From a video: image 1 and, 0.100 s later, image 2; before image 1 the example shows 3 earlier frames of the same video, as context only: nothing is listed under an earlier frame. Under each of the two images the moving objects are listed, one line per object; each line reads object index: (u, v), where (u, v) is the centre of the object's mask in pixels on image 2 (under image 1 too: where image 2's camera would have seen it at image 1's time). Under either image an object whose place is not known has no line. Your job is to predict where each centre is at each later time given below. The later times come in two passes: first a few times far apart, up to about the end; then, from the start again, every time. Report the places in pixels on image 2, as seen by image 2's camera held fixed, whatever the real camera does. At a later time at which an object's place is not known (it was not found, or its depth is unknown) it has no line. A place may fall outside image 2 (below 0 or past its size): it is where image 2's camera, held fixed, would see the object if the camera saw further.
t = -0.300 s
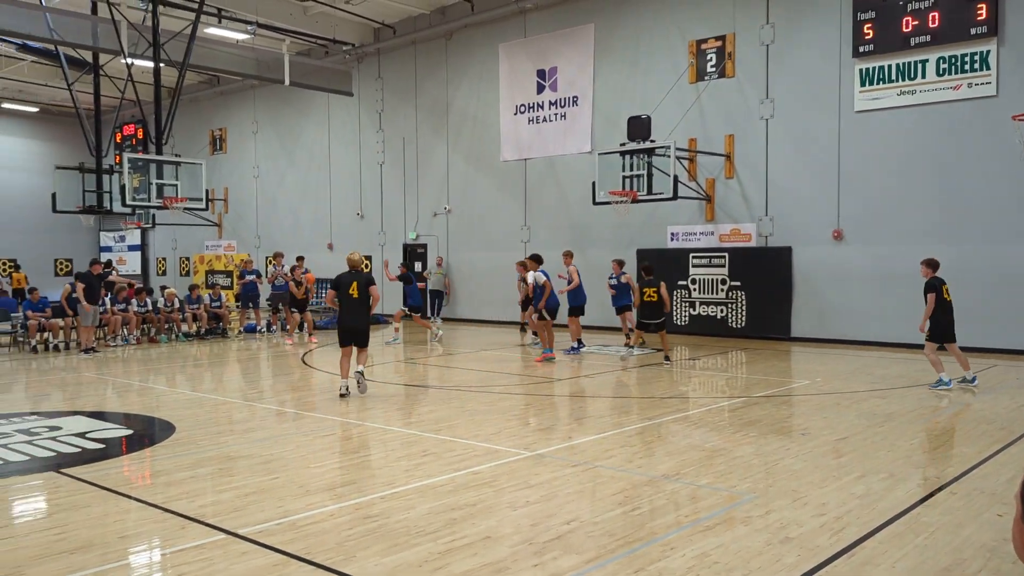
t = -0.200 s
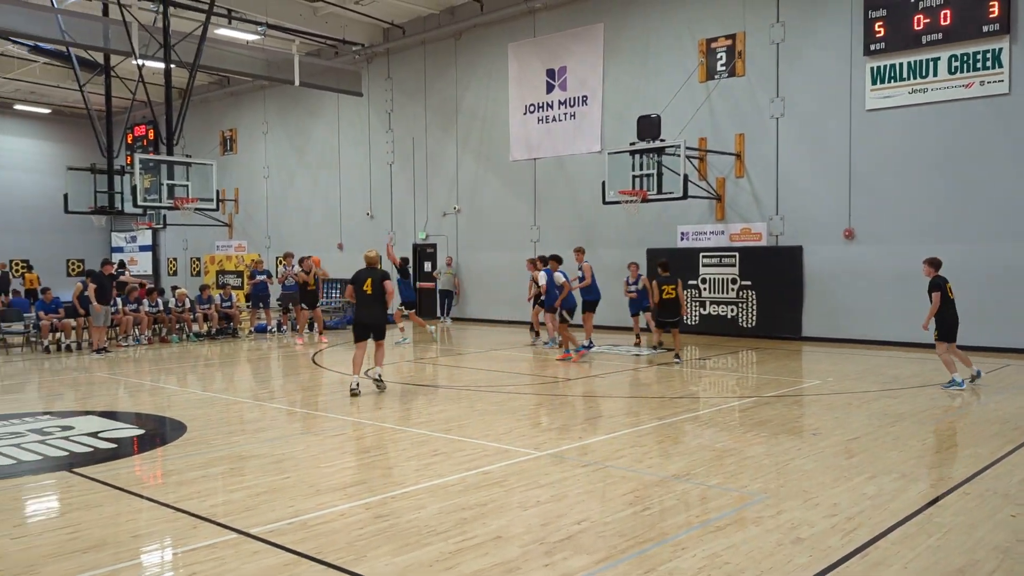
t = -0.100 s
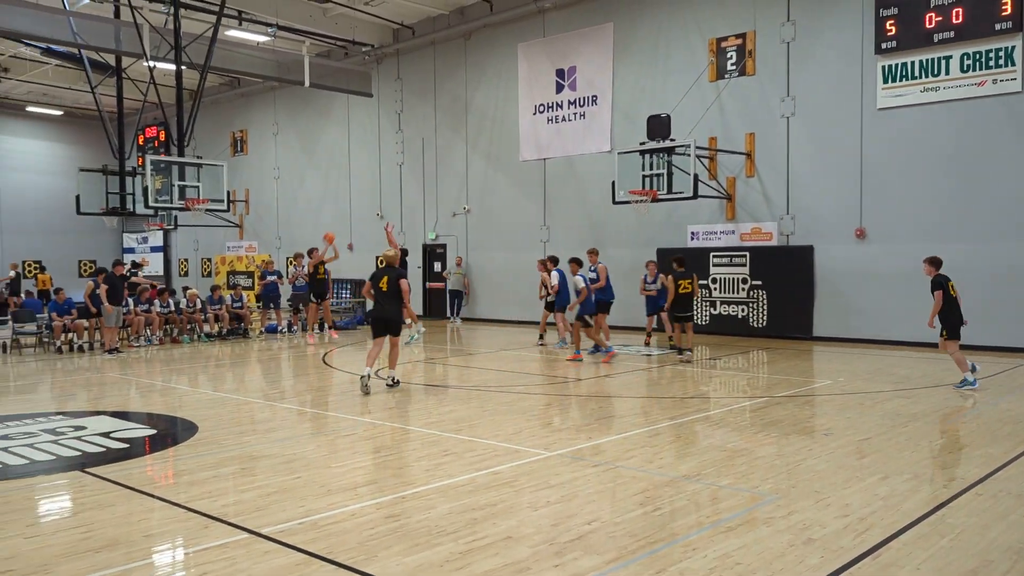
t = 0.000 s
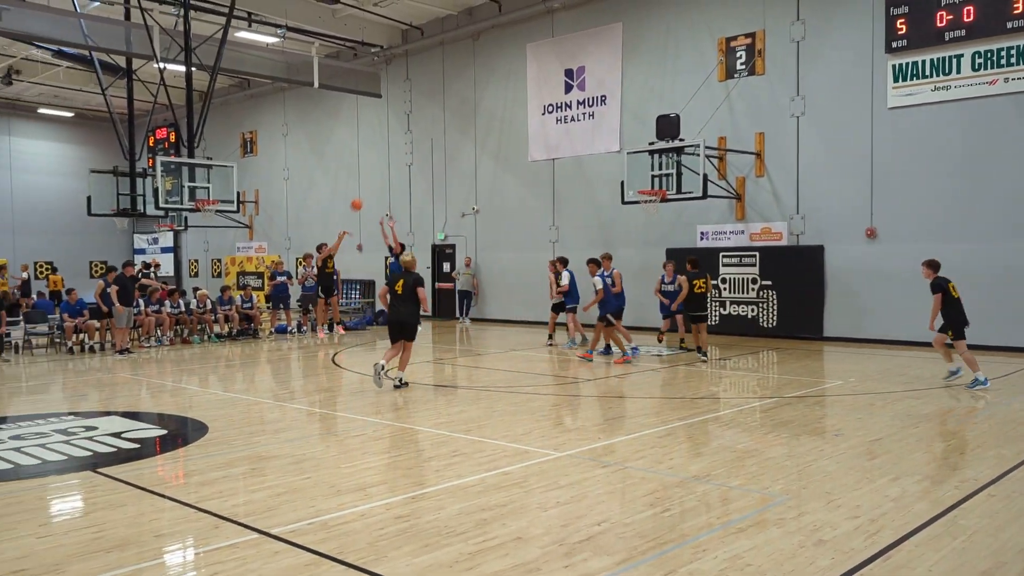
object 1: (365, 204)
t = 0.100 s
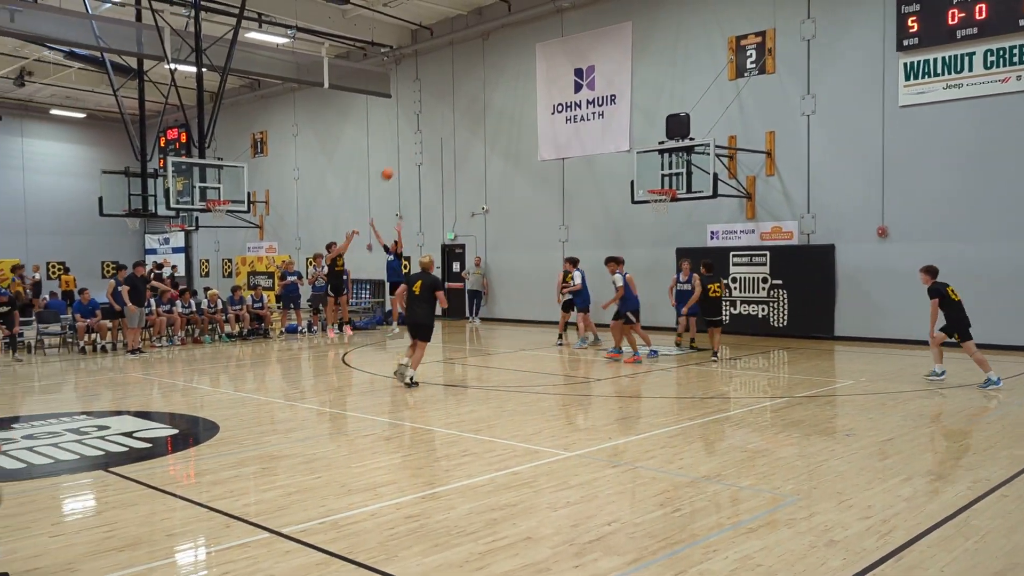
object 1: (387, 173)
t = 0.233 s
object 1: (417, 141)
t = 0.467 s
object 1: (469, 103)
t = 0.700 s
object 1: (519, 91)
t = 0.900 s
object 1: (563, 101)
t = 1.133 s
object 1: (611, 137)
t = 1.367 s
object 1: (654, 178)
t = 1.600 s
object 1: (676, 146)
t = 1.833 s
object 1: (677, 140)
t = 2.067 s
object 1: (678, 163)
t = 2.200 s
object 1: (678, 189)
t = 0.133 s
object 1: (394, 165)
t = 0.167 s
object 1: (401, 156)
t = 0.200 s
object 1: (409, 148)
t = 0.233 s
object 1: (417, 141)
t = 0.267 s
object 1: (425, 133)
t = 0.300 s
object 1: (432, 127)
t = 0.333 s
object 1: (440, 121)
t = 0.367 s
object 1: (447, 116)
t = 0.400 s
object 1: (455, 111)
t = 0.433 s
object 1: (462, 107)
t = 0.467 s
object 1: (469, 103)
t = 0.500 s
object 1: (476, 99)
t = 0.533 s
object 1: (483, 97)
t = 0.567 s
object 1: (491, 94)
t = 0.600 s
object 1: (498, 93)
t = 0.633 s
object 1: (505, 91)
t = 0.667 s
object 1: (512, 91)
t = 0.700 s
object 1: (519, 91)
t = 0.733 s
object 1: (527, 91)
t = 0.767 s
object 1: (534, 92)
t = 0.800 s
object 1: (541, 93)
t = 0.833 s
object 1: (548, 95)
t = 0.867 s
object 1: (555, 98)
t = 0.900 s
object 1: (563, 101)
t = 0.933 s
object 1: (570, 105)
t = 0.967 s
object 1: (576, 108)
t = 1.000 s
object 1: (584, 113)
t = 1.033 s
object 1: (591, 118)
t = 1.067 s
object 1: (598, 124)
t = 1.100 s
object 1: (605, 130)
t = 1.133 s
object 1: (611, 137)
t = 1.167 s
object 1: (619, 145)
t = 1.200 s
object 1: (626, 152)
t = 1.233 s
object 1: (632, 161)
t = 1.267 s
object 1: (639, 170)
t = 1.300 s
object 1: (646, 179)
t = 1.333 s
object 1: (651, 185)
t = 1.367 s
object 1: (654, 178)
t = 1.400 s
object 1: (658, 172)
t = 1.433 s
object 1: (661, 166)
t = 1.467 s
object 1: (664, 161)
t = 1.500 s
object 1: (667, 156)
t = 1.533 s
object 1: (671, 153)
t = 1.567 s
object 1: (674, 149)
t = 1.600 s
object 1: (676, 146)
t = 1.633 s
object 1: (676, 144)
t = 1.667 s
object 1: (676, 142)
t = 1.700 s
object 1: (676, 140)
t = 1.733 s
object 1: (677, 139)
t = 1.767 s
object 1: (676, 140)
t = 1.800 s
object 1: (676, 140)
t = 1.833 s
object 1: (677, 140)
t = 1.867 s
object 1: (677, 142)
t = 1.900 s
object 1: (677, 144)
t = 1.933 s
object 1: (677, 146)
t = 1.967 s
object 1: (677, 150)
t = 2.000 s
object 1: (677, 154)
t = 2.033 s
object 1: (678, 158)
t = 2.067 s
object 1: (678, 163)
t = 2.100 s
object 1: (678, 169)
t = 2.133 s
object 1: (678, 176)
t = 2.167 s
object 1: (678, 183)
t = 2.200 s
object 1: (678, 189)
